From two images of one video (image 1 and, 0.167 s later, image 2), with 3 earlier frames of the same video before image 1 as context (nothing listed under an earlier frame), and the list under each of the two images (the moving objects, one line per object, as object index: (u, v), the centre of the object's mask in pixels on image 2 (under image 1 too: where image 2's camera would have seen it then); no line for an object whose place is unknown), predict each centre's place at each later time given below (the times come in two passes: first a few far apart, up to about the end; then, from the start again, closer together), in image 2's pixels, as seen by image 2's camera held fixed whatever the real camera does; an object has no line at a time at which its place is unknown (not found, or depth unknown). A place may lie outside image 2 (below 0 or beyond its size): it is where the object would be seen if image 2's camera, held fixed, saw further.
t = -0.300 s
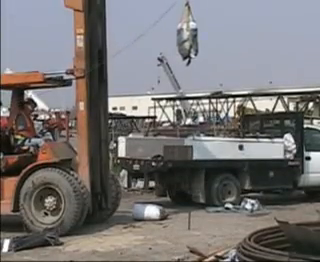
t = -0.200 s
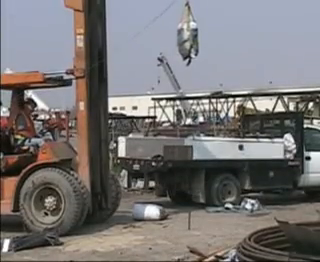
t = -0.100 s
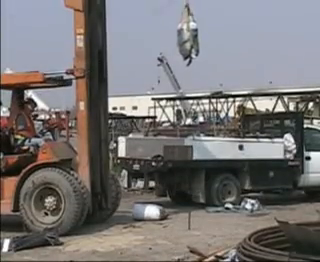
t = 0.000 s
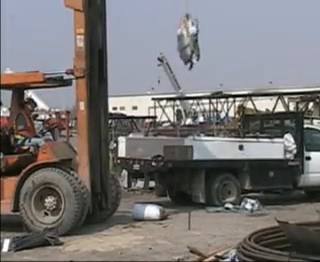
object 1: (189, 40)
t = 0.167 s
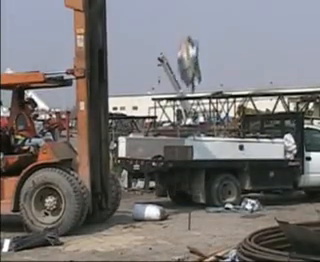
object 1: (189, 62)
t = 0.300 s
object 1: (189, 93)
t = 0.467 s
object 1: (190, 148)
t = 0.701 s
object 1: (186, 216)
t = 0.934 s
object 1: (184, 218)
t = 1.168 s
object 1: (184, 218)
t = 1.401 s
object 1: (184, 218)
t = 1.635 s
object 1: (184, 218)
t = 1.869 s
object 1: (185, 218)
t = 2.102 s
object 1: (185, 218)
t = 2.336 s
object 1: (185, 218)
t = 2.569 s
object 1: (185, 218)
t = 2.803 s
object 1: (185, 218)
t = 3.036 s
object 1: (184, 217)
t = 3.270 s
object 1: (184, 218)
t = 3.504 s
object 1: (184, 218)
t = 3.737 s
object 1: (184, 218)
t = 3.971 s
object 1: (184, 217)
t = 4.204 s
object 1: (184, 217)
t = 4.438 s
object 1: (184, 218)
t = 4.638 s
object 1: (185, 218)
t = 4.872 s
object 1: (184, 217)
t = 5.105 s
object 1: (184, 218)
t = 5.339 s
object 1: (185, 218)
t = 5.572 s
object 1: (185, 218)
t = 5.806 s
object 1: (185, 218)
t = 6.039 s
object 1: (184, 218)
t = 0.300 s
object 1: (189, 93)
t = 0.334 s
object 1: (189, 101)
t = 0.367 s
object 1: (189, 111)
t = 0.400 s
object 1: (190, 123)
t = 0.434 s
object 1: (190, 131)
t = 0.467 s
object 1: (190, 148)
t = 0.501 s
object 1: (189, 160)
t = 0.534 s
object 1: (187, 171)
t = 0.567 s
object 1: (188, 184)
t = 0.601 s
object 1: (190, 200)
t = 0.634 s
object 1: (189, 211)
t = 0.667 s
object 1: (188, 216)
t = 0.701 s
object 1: (186, 216)
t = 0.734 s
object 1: (185, 217)
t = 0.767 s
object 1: (185, 217)
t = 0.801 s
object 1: (184, 218)
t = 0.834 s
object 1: (184, 218)
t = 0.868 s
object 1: (184, 218)
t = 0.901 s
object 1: (184, 218)
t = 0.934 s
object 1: (184, 218)
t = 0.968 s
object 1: (185, 218)
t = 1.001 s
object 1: (185, 218)
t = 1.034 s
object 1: (185, 218)
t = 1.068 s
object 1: (185, 218)
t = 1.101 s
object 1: (185, 218)
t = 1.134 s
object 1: (185, 218)
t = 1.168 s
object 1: (184, 218)
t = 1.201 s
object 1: (184, 218)
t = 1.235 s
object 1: (184, 218)
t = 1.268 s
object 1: (184, 218)
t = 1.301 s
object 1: (184, 218)
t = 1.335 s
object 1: (184, 218)
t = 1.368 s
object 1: (184, 218)
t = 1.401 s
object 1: (184, 218)
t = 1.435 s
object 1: (184, 218)
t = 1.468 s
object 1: (184, 218)
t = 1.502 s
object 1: (184, 218)
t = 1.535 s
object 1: (184, 218)
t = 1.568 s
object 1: (184, 218)
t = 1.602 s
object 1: (184, 218)
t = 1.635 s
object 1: (184, 218)
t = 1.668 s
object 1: (185, 218)
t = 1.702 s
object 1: (185, 218)
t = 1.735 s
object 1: (185, 218)
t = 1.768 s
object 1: (185, 218)
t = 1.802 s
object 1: (185, 218)
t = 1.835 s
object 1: (185, 218)
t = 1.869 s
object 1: (185, 218)
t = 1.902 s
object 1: (185, 218)
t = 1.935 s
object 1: (185, 218)
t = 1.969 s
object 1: (184, 218)
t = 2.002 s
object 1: (185, 218)
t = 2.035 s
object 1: (185, 218)
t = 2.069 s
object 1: (185, 218)
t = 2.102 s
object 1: (185, 218)
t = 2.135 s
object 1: (185, 218)
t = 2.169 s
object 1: (184, 218)
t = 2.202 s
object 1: (185, 218)
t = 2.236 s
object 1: (185, 218)
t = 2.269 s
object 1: (185, 218)
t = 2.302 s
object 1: (185, 218)
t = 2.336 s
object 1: (185, 218)
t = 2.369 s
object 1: (185, 218)
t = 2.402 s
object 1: (185, 218)
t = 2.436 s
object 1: (185, 218)
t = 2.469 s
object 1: (185, 218)
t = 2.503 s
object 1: (185, 218)
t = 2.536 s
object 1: (185, 218)
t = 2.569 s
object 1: (185, 218)
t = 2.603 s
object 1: (185, 217)
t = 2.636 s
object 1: (185, 217)
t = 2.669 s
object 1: (185, 218)
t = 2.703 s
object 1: (184, 217)
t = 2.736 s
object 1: (185, 218)
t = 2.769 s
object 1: (185, 218)
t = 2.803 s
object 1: (185, 218)
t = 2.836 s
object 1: (185, 218)
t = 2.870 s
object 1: (184, 218)
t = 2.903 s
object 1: (184, 217)
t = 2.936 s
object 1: (184, 217)
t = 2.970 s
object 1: (184, 218)
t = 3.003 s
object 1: (184, 218)
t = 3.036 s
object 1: (184, 217)
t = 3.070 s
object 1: (184, 217)
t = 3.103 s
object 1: (183, 218)
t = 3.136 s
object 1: (184, 218)
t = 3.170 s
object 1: (183, 218)
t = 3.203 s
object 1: (184, 218)
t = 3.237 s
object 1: (184, 218)
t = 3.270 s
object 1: (184, 218)
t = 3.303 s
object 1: (184, 218)
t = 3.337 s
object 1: (185, 218)
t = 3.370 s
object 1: (184, 218)
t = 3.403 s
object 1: (185, 218)
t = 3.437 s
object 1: (184, 218)
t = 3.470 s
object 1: (184, 218)
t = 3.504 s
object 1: (184, 218)
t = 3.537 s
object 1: (184, 218)
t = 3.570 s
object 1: (184, 218)
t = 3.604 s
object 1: (184, 218)
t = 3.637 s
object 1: (184, 218)
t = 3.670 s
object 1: (184, 218)
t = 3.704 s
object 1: (185, 218)
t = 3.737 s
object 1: (184, 218)
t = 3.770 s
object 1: (185, 218)
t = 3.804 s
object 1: (184, 217)
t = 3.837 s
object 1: (184, 218)
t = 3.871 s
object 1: (184, 217)
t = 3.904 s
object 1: (184, 218)
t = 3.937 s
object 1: (184, 218)
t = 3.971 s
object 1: (184, 217)
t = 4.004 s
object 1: (184, 218)
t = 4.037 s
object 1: (184, 218)
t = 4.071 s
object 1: (184, 217)
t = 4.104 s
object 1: (184, 217)
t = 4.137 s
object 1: (184, 217)
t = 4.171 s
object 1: (184, 217)
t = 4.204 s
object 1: (184, 217)
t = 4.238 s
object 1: (184, 218)
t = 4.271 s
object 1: (184, 217)
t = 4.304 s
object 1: (185, 217)
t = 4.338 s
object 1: (184, 217)
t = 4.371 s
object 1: (184, 217)
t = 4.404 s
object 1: (185, 218)
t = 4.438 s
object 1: (184, 218)
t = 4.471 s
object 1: (184, 217)
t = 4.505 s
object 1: (185, 217)
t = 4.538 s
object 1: (184, 217)
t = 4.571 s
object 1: (184, 217)
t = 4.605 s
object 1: (185, 217)
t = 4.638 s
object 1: (185, 218)
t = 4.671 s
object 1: (184, 217)
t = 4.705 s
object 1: (185, 218)
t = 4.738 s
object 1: (184, 218)
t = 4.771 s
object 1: (184, 218)
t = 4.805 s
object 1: (184, 218)
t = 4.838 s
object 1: (184, 218)
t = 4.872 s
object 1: (184, 217)
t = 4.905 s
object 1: (185, 218)
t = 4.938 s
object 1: (185, 218)
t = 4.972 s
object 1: (185, 218)
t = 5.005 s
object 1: (185, 218)
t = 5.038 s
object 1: (184, 218)
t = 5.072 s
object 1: (184, 218)
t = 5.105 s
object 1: (184, 218)
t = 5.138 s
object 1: (184, 218)
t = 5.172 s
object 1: (184, 218)
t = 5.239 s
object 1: (184, 218)
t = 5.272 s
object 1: (184, 218)
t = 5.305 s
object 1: (184, 218)
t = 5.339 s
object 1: (185, 218)
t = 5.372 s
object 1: (185, 218)
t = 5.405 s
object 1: (184, 218)
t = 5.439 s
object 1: (185, 218)
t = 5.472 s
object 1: (184, 218)
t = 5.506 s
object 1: (185, 218)
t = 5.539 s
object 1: (185, 218)
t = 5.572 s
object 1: (185, 218)
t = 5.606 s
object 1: (184, 218)
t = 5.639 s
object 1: (184, 218)
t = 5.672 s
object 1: (184, 218)
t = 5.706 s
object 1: (184, 218)
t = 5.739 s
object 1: (184, 218)
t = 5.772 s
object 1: (185, 218)
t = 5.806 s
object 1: (185, 218)
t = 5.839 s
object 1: (184, 218)
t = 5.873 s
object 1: (184, 218)
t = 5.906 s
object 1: (185, 218)
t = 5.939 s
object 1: (185, 218)
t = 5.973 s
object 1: (185, 218)
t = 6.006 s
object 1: (185, 218)
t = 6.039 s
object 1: (184, 218)
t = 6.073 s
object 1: (184, 218)
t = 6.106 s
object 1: (185, 218)
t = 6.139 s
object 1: (184, 218)
